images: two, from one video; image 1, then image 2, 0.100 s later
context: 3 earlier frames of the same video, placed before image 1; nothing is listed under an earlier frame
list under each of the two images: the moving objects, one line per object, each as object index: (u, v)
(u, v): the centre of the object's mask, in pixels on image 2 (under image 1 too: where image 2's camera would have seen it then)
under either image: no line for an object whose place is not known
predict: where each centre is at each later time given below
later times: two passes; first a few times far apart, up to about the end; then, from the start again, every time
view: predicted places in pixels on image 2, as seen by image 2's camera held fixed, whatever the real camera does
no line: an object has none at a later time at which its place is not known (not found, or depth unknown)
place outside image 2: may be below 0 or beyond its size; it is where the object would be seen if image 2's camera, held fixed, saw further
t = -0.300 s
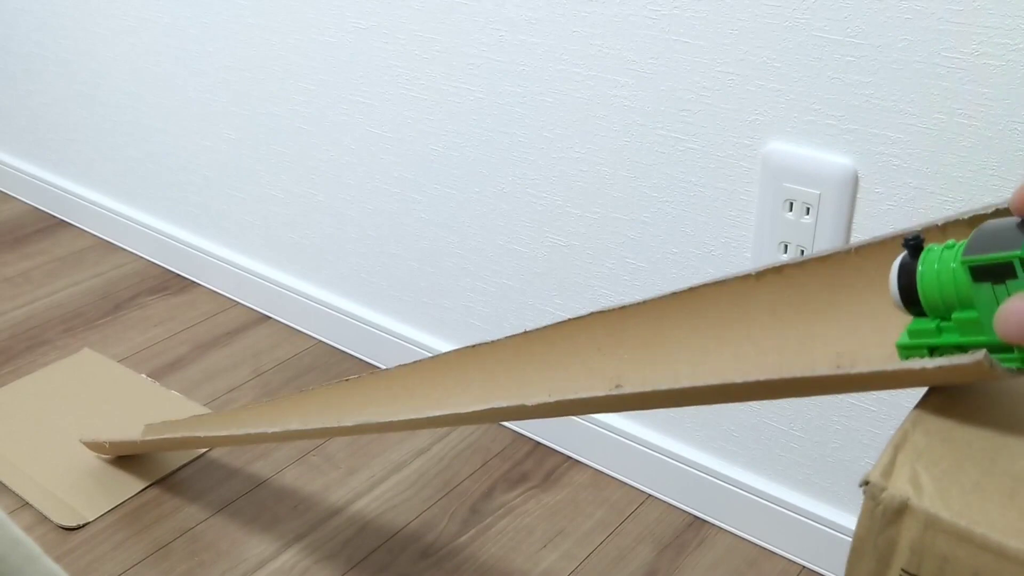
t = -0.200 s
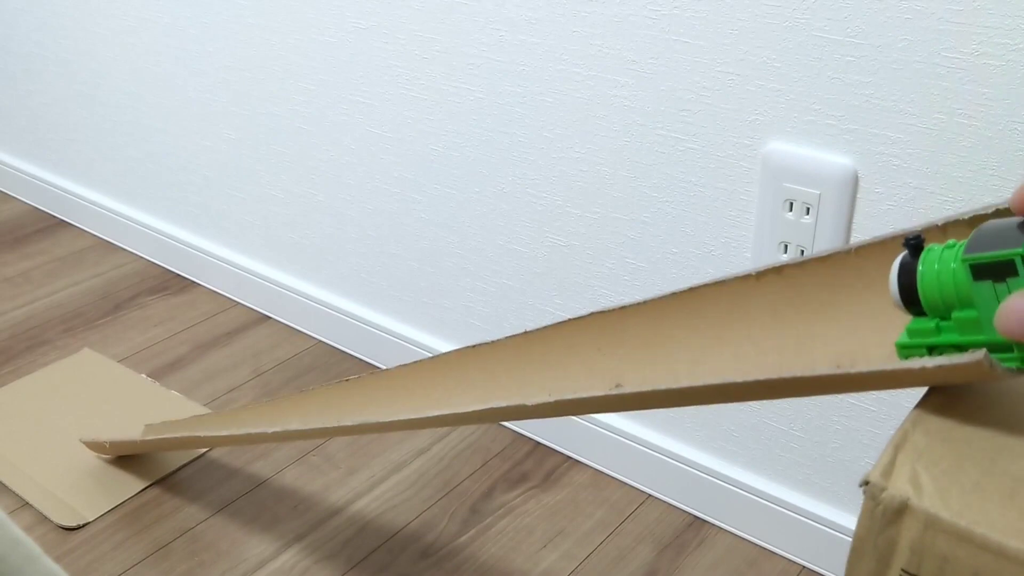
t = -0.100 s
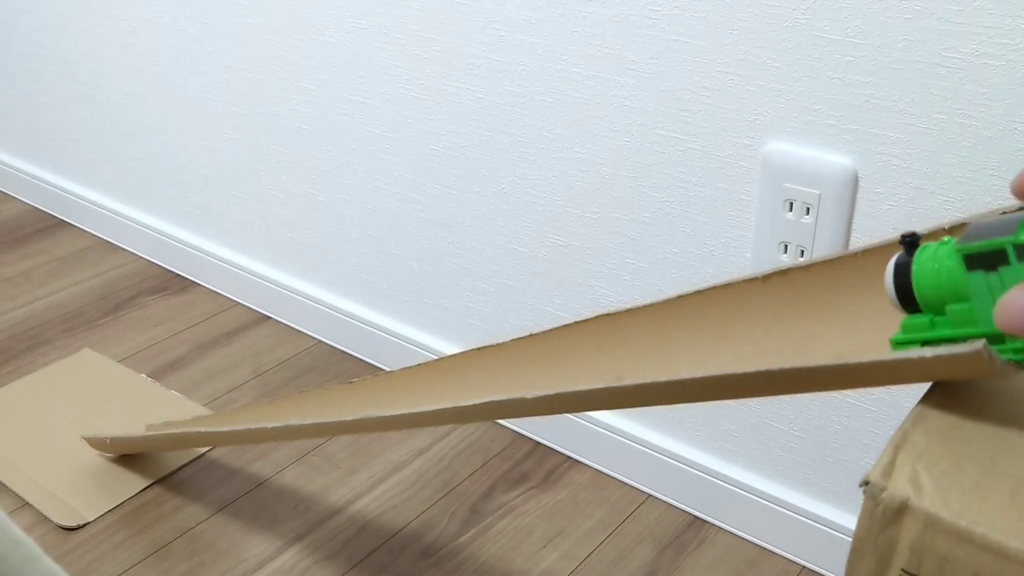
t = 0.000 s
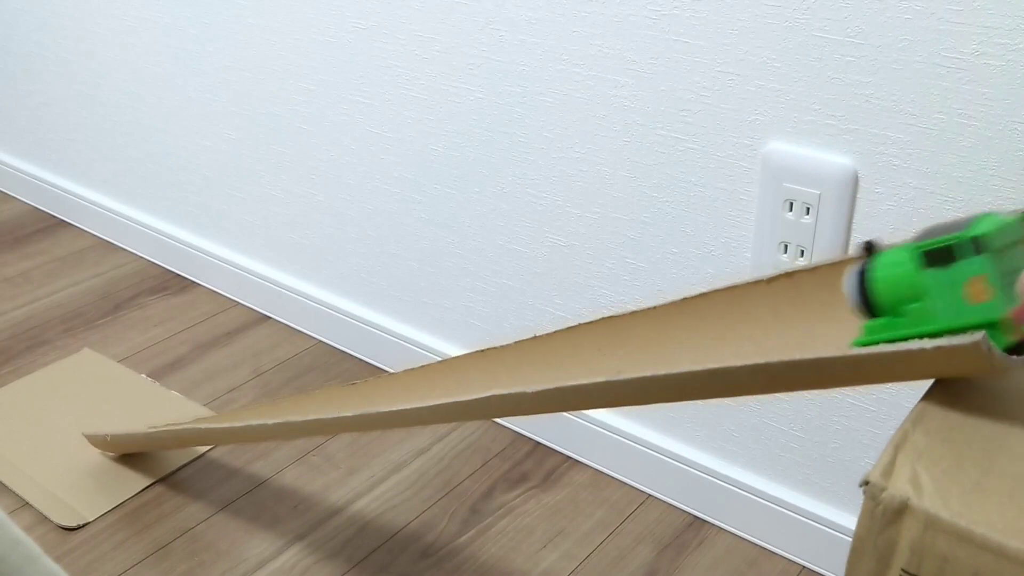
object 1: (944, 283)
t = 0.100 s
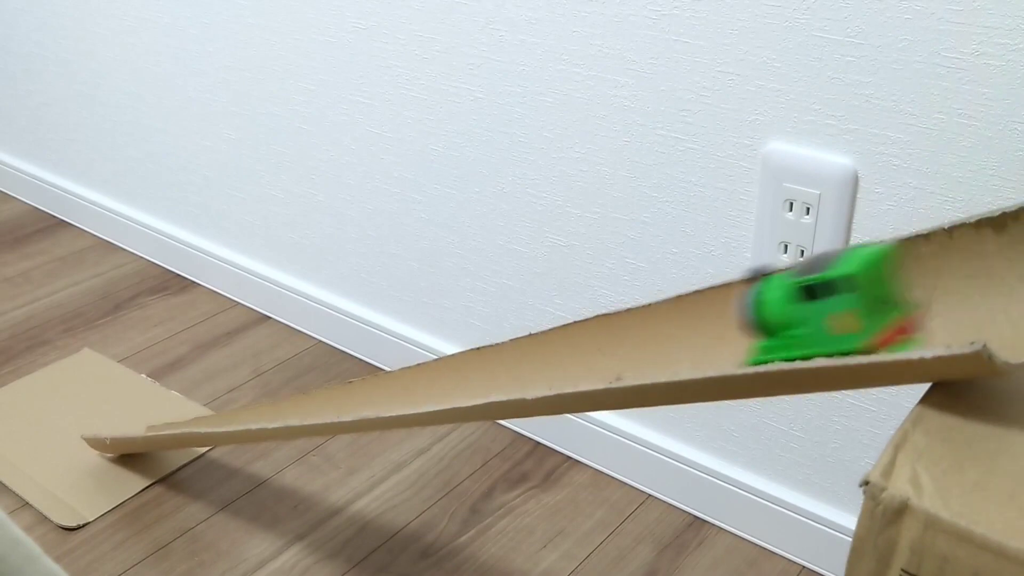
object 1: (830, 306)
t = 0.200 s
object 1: (677, 331)
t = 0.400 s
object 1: (403, 377)
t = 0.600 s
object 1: (204, 408)
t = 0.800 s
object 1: (66, 374)
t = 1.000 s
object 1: (8, 302)
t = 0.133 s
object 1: (781, 315)
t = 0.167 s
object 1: (728, 323)
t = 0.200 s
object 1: (677, 331)
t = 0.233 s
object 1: (627, 338)
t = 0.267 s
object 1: (578, 345)
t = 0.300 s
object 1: (532, 353)
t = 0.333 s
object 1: (486, 361)
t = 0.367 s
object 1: (444, 370)
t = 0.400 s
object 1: (403, 377)
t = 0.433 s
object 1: (364, 384)
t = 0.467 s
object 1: (328, 390)
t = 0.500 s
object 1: (294, 395)
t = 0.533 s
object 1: (262, 399)
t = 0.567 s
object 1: (232, 404)
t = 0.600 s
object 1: (204, 408)
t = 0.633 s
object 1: (178, 411)
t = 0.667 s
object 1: (153, 414)
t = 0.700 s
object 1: (130, 417)
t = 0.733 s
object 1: (110, 411)
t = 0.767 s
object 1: (87, 390)
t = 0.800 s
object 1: (66, 374)
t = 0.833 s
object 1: (52, 362)
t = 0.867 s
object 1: (36, 349)
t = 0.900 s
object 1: (25, 338)
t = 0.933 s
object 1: (16, 327)
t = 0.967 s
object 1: (12, 314)
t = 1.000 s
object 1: (8, 302)
